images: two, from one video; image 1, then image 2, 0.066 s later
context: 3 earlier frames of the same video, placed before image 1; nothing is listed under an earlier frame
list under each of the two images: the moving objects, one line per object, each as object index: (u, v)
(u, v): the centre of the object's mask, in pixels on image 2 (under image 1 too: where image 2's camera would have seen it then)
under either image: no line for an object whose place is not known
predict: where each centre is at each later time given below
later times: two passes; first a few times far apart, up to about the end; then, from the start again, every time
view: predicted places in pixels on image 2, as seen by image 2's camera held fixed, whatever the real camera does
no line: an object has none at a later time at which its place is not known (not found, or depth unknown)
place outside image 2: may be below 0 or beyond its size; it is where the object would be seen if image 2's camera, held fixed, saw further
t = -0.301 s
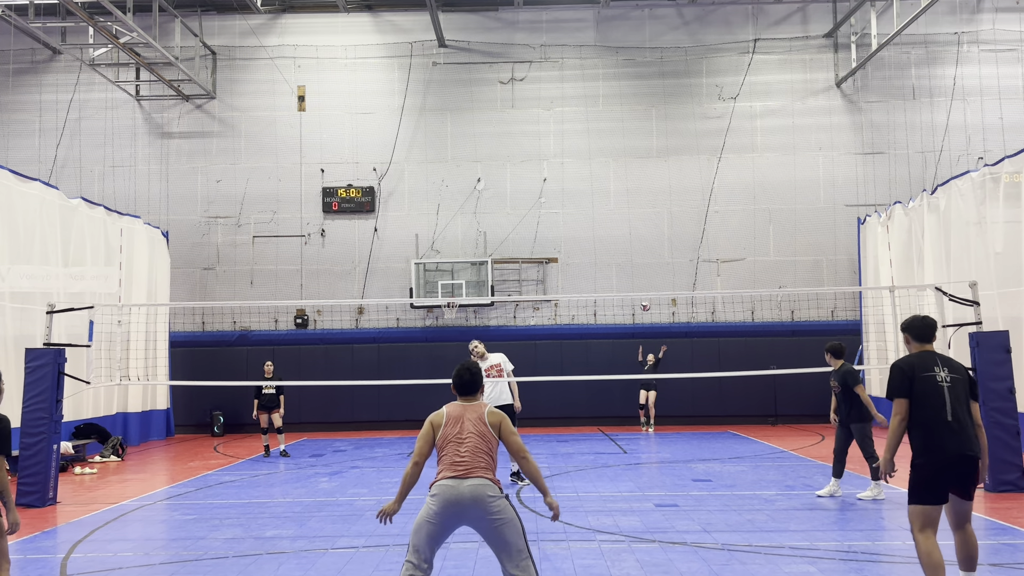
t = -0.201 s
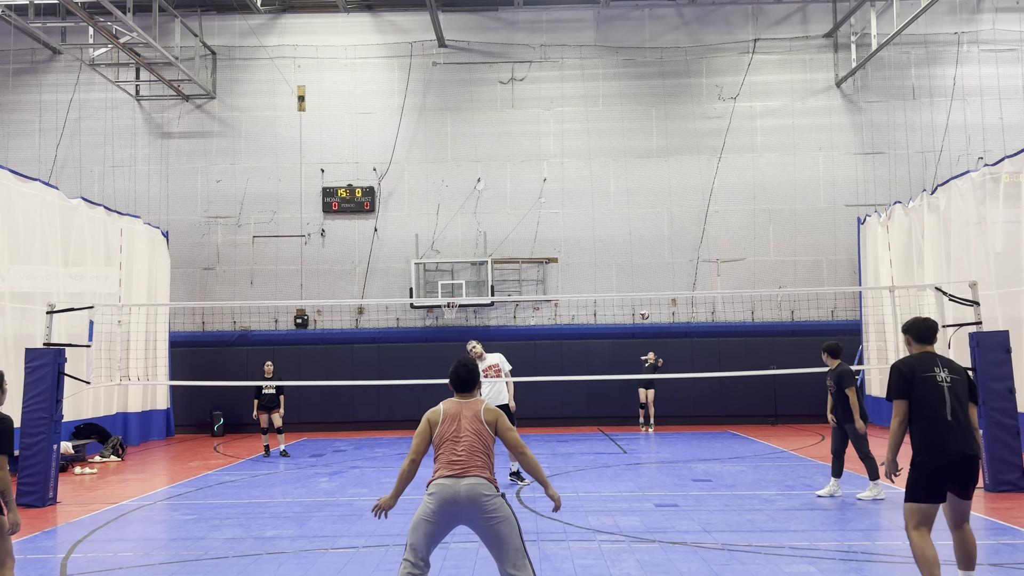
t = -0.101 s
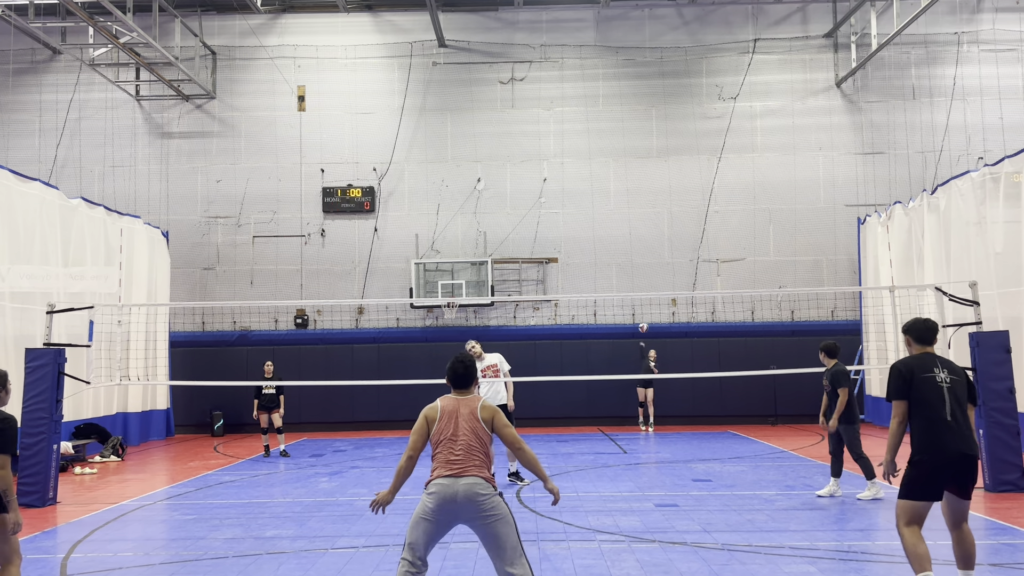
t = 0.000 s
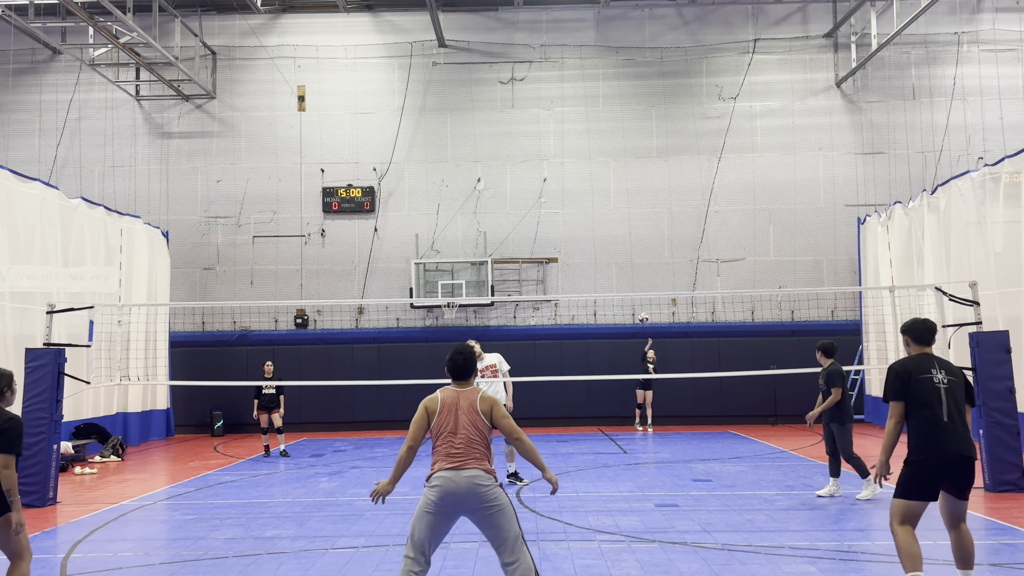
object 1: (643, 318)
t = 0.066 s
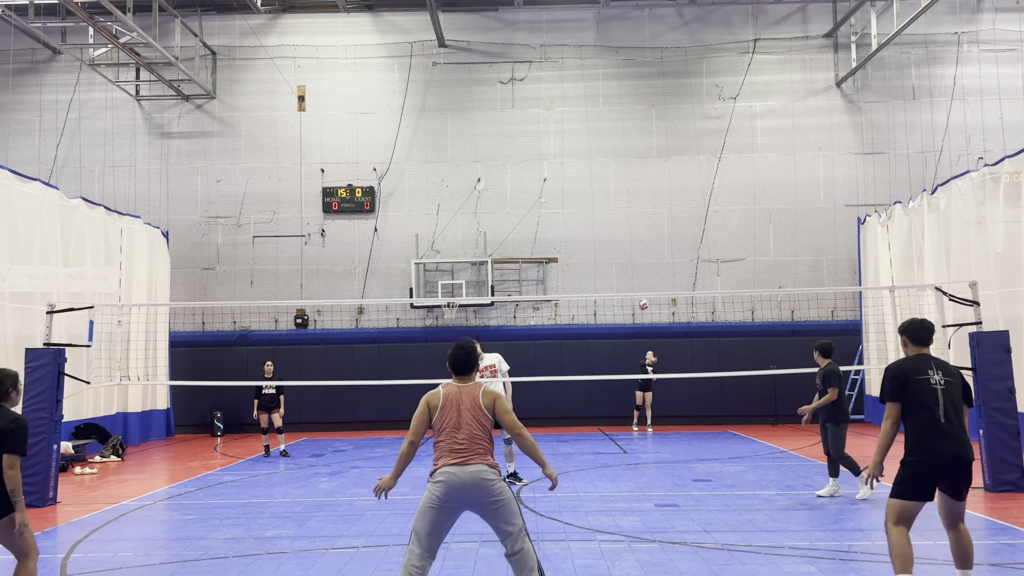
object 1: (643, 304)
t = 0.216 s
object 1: (640, 276)
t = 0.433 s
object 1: (632, 249)
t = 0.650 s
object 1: (622, 246)
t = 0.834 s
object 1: (614, 277)
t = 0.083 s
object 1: (643, 302)
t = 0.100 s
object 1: (643, 300)
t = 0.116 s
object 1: (642, 291)
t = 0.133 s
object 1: (642, 290)
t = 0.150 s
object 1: (642, 288)
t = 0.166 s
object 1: (642, 285)
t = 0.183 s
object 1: (641, 282)
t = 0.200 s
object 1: (641, 279)
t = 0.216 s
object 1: (640, 276)
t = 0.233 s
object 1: (640, 274)
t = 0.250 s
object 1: (639, 271)
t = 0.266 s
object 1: (639, 269)
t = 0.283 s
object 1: (638, 266)
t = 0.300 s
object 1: (637, 264)
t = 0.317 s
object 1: (637, 261)
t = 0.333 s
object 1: (636, 259)
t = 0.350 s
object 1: (635, 257)
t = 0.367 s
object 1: (635, 255)
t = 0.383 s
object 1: (634, 253)
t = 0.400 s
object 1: (633, 252)
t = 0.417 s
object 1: (632, 250)
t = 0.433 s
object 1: (632, 249)
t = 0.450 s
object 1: (631, 248)
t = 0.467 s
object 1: (630, 247)
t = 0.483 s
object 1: (629, 246)
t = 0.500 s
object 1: (628, 245)
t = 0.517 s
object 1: (627, 244)
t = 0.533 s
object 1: (627, 244)
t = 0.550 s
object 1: (626, 243)
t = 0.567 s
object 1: (625, 243)
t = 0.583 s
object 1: (624, 244)
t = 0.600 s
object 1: (624, 244)
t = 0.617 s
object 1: (623, 244)
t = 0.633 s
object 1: (623, 245)
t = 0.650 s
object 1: (622, 246)
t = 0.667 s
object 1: (622, 247)
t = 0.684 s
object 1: (621, 249)
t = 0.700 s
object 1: (620, 251)
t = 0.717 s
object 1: (619, 253)
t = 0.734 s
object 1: (619, 255)
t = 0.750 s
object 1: (618, 258)
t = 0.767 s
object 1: (617, 261)
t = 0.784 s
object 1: (616, 264)
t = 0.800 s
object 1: (616, 268)
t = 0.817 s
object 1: (615, 272)
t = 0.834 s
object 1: (614, 277)
